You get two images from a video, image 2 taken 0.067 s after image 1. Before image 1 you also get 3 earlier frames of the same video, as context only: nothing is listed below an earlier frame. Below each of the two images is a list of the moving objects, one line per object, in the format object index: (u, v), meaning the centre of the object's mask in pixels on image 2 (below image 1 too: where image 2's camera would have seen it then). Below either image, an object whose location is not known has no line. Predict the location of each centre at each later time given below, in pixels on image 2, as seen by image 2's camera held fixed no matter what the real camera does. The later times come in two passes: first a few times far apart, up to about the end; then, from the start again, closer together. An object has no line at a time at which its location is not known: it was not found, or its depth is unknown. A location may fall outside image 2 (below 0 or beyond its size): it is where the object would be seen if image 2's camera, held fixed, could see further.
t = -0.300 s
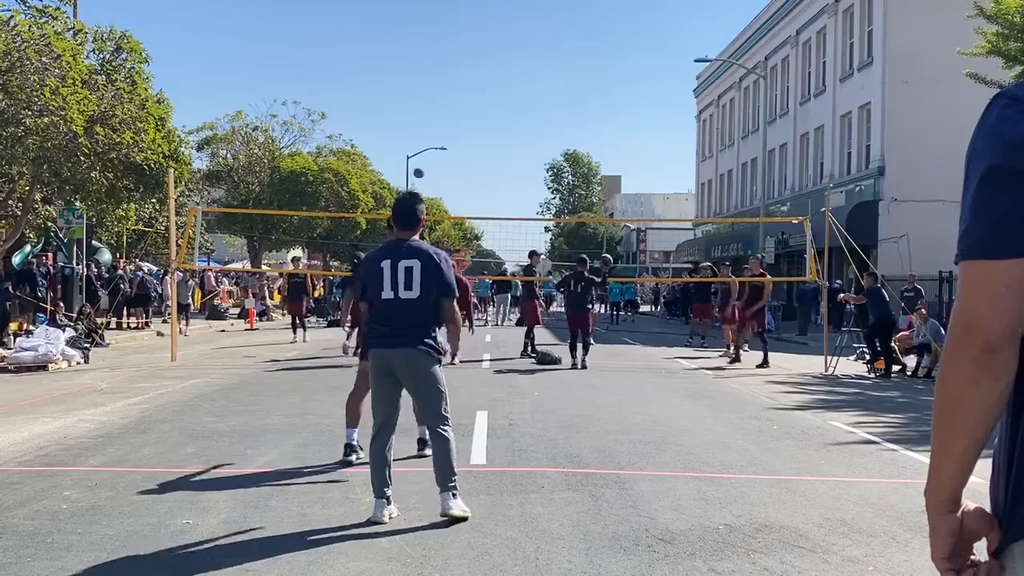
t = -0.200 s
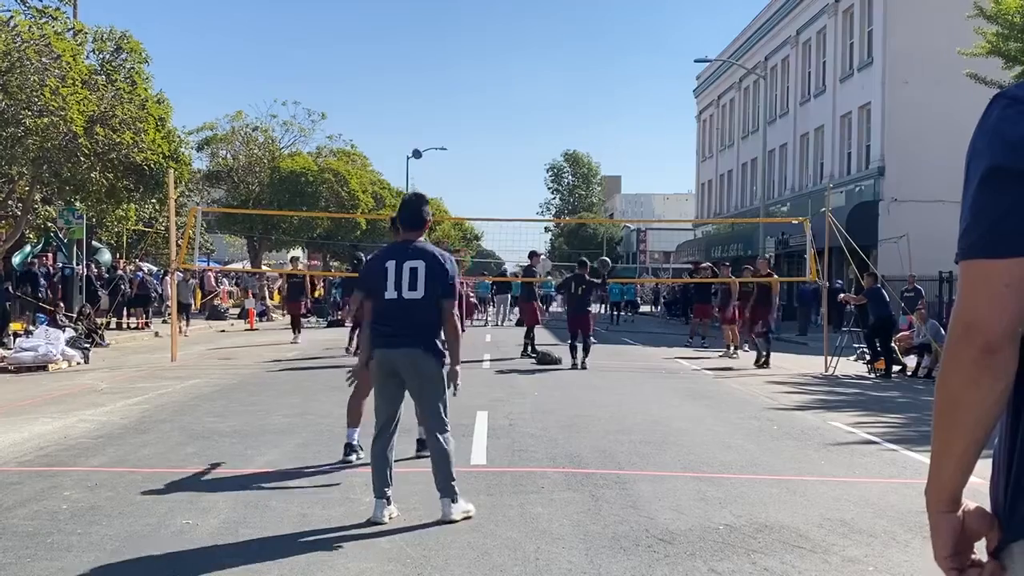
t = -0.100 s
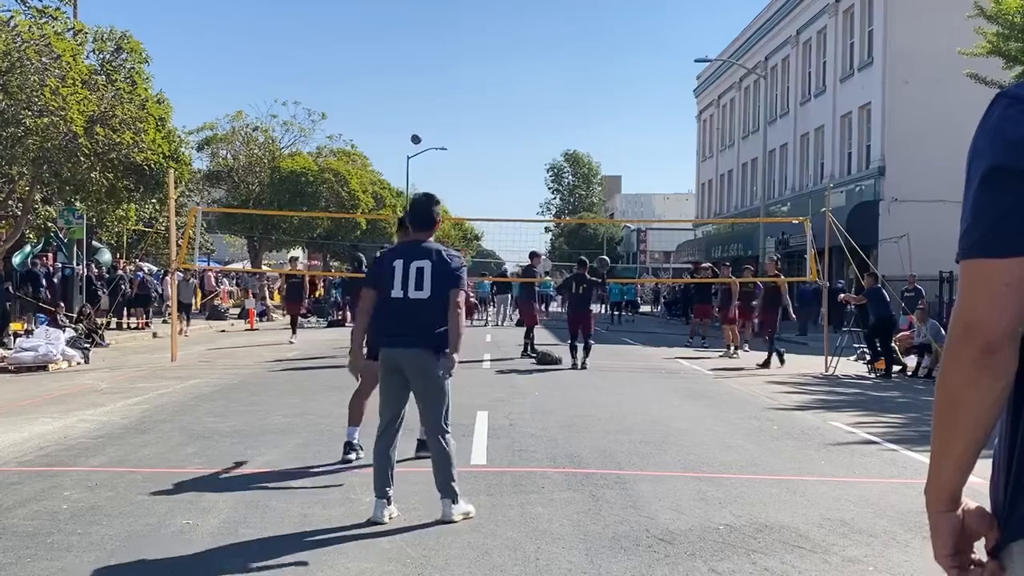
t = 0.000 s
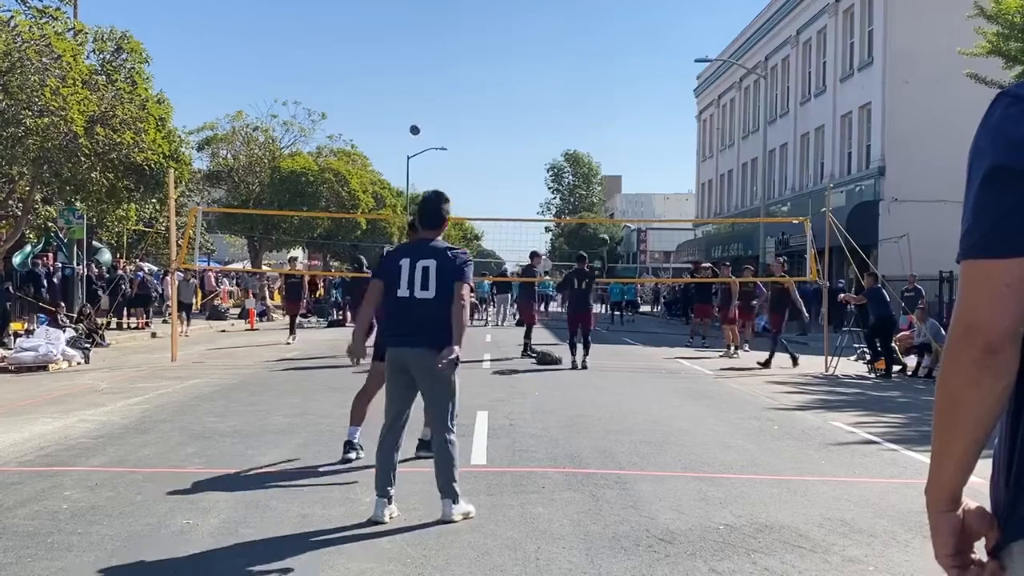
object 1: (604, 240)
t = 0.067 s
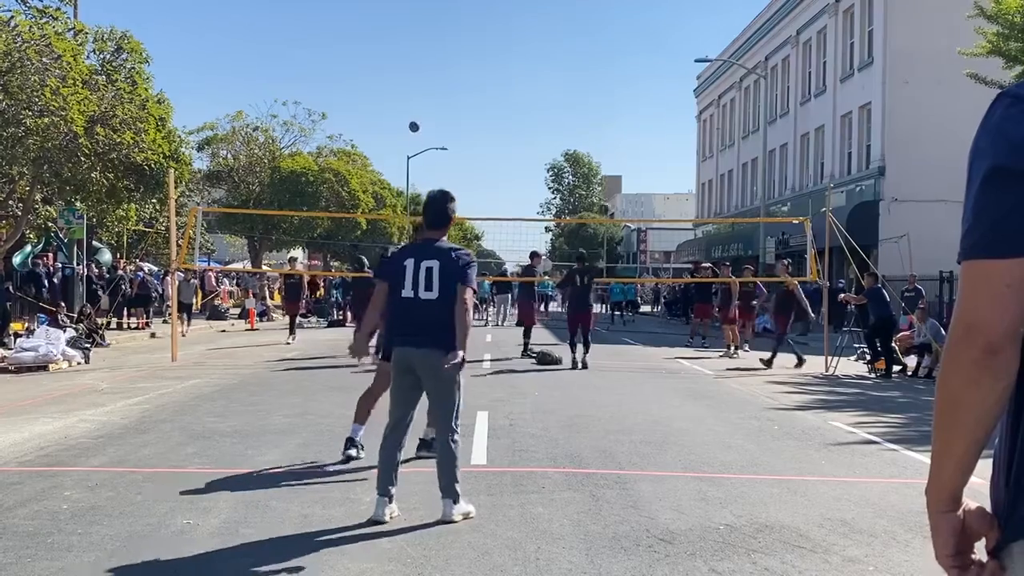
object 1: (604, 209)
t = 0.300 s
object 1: (605, 124)
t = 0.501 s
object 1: (606, 86)
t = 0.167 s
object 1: (603, 167)
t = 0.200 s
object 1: (604, 155)
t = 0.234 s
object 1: (604, 143)
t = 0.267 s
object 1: (605, 133)
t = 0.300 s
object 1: (605, 124)
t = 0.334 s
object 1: (605, 116)
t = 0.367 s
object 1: (606, 108)
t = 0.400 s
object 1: (606, 101)
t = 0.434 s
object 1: (606, 95)
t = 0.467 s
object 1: (606, 90)
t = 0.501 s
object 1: (606, 86)
